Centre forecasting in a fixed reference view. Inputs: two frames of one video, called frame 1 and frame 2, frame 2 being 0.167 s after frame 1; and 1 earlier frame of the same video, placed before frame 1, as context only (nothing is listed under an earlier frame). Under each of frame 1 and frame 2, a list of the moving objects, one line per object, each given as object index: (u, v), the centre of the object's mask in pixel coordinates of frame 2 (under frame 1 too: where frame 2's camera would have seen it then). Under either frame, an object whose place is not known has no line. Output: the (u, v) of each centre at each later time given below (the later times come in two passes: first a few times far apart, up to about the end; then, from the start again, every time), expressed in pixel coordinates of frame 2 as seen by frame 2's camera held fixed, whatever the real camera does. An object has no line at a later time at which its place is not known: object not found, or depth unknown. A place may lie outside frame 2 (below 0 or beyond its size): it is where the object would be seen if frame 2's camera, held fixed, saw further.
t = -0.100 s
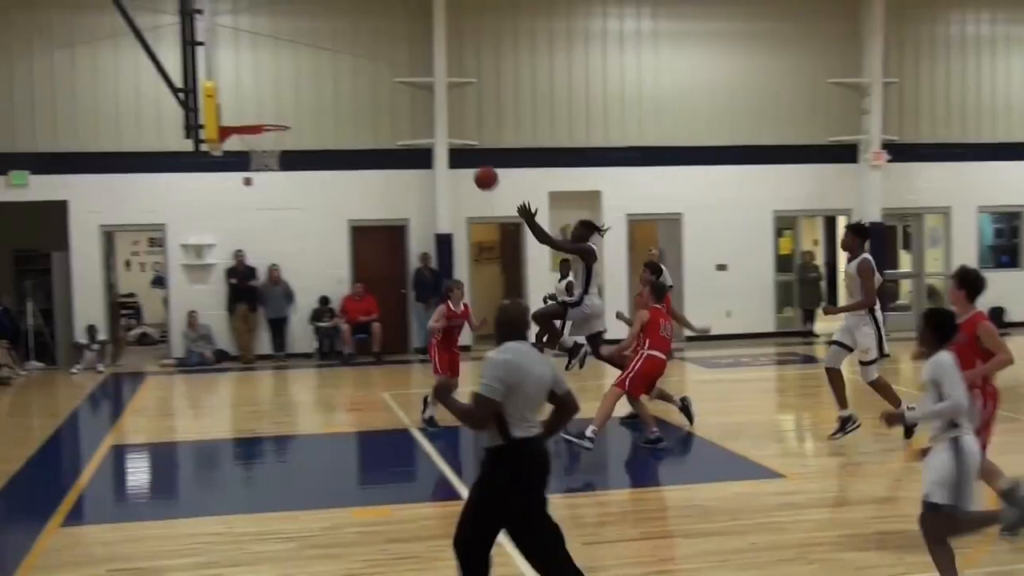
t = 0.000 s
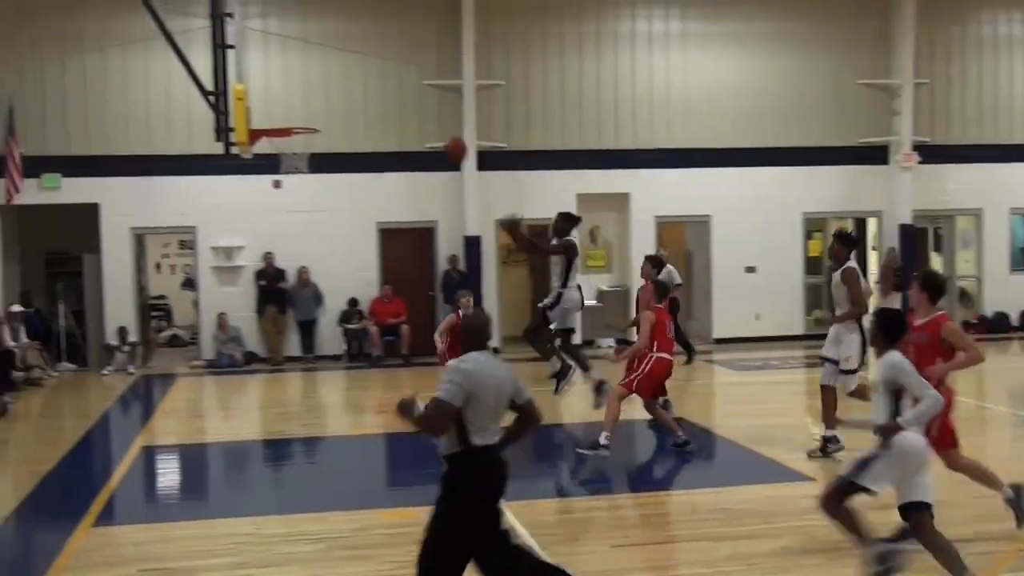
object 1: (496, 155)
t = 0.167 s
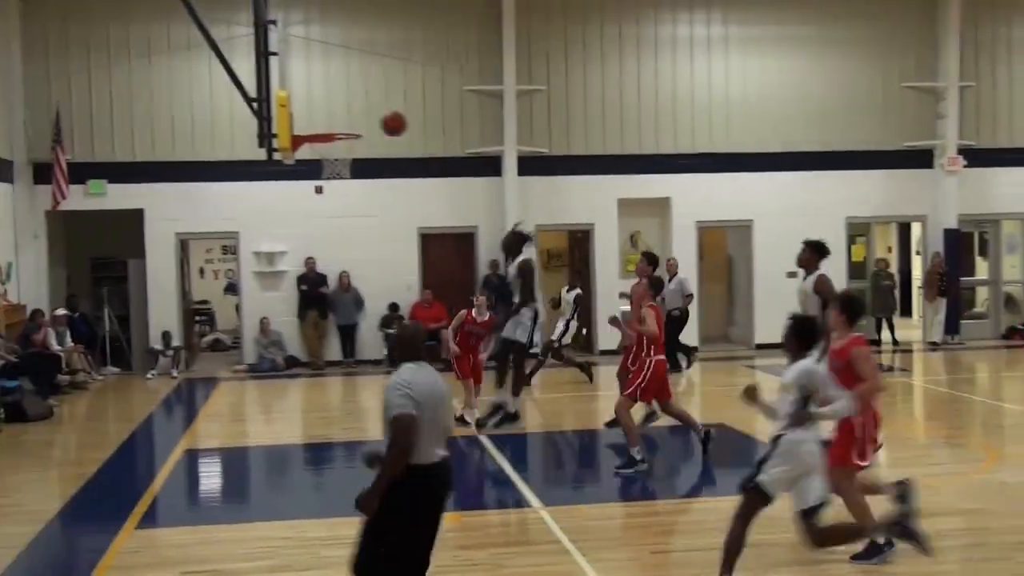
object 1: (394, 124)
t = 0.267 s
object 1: (331, 119)
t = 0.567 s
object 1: (425, 145)
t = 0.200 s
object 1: (373, 121)
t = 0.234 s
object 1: (352, 119)
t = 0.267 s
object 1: (331, 119)
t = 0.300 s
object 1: (310, 120)
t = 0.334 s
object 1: (309, 120)
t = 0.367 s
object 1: (326, 120)
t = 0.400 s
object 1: (342, 121)
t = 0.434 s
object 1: (359, 123)
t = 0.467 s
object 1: (375, 127)
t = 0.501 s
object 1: (392, 132)
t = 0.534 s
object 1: (408, 138)
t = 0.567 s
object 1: (425, 145)
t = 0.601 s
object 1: (441, 153)
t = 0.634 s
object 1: (458, 161)
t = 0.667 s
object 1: (472, 171)
